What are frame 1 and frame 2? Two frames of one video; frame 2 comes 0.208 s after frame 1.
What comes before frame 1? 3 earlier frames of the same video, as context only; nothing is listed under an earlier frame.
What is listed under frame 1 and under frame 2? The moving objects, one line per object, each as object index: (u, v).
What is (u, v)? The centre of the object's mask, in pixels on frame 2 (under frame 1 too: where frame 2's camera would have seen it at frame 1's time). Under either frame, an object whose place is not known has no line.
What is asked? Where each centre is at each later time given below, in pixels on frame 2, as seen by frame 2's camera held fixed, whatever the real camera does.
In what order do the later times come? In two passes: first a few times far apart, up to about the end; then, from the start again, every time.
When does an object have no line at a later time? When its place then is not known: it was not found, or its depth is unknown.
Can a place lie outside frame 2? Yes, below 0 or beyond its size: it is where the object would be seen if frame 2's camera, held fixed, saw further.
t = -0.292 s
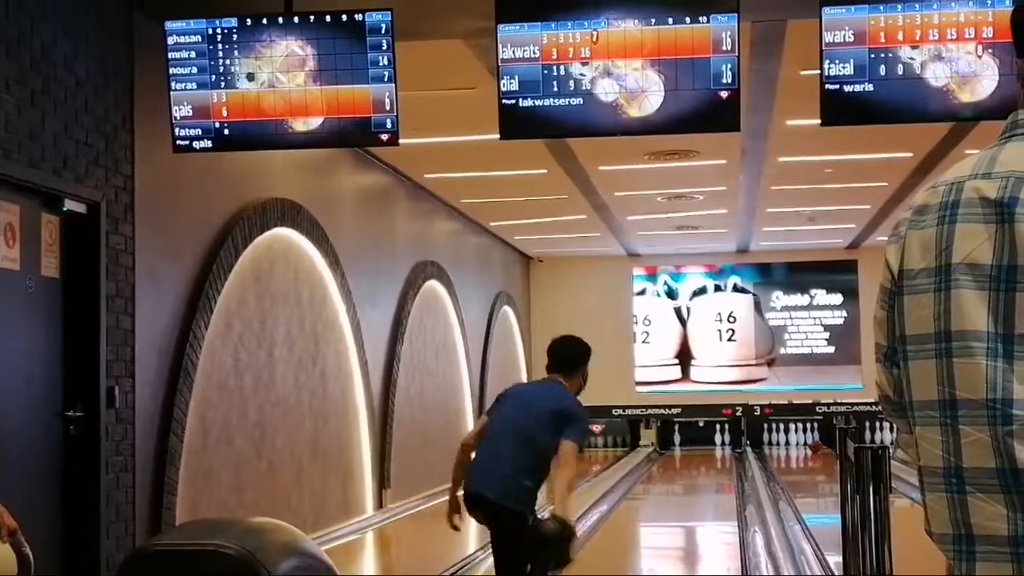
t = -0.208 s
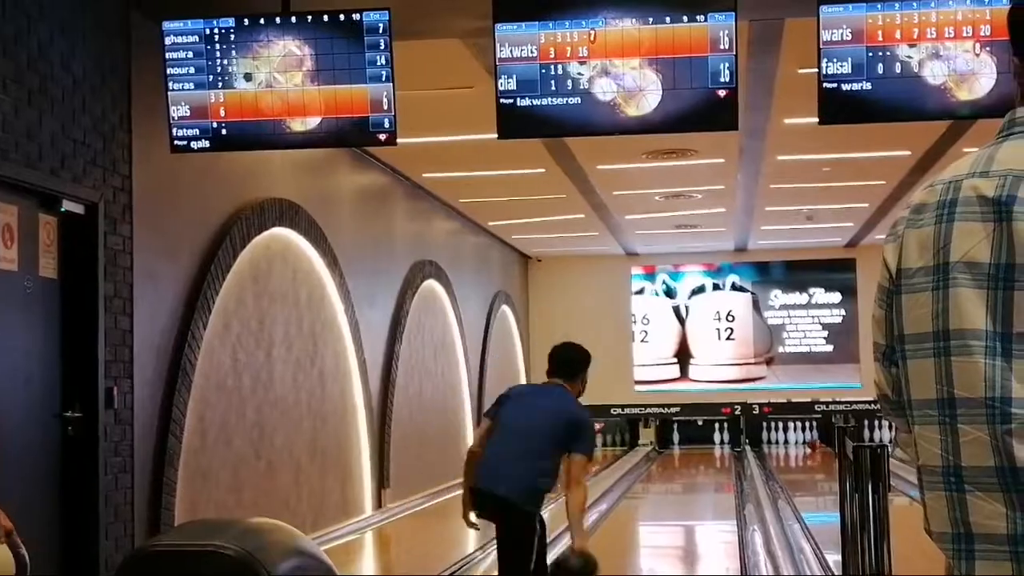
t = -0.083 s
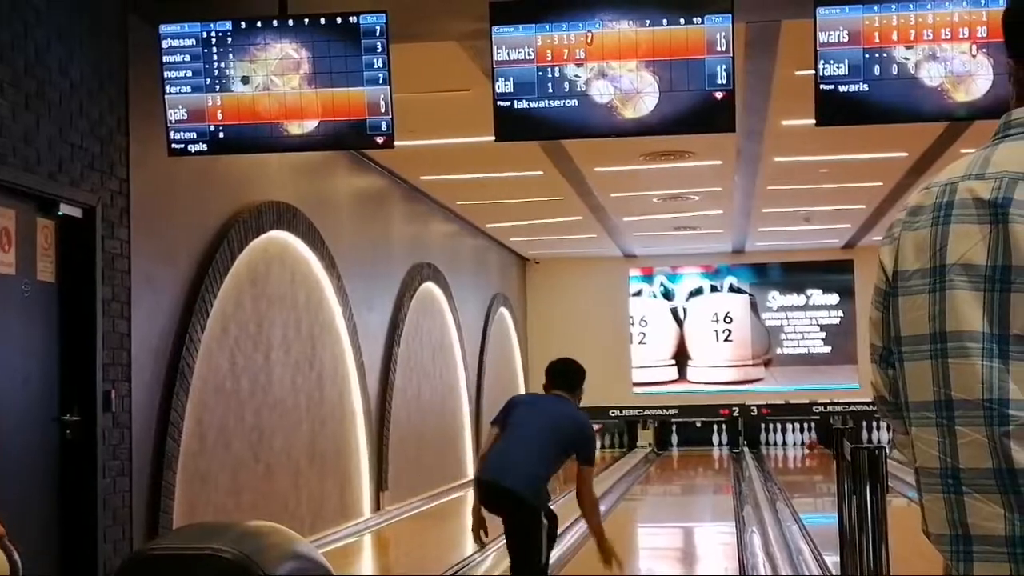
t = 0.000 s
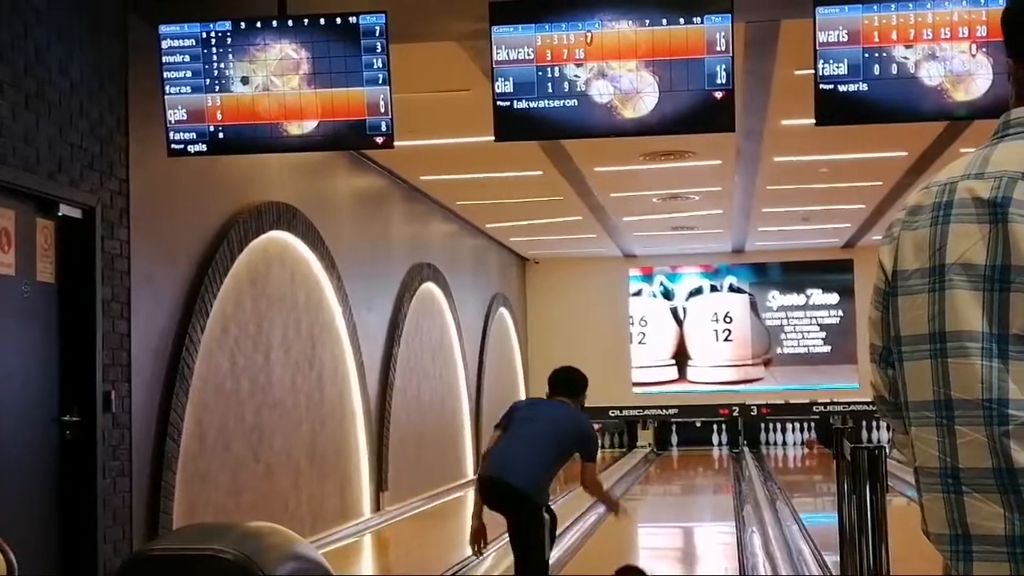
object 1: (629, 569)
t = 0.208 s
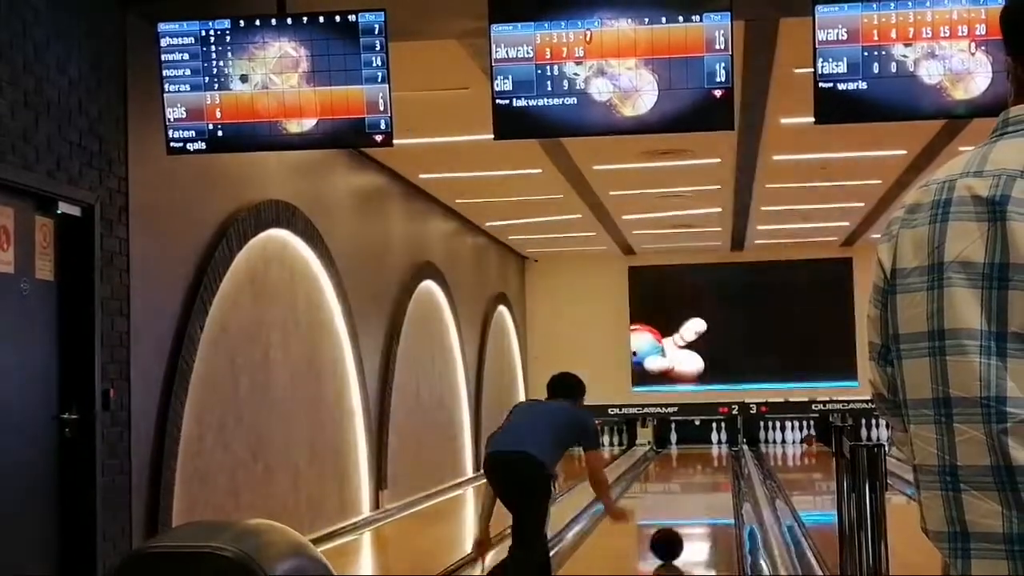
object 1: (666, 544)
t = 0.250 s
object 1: (670, 540)
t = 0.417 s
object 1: (687, 521)
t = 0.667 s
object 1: (705, 503)
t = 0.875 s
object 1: (716, 489)
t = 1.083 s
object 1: (724, 480)
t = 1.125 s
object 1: (727, 476)
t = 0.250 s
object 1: (670, 540)
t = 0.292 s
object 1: (674, 536)
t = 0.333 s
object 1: (678, 532)
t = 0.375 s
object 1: (681, 528)
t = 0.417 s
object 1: (687, 521)
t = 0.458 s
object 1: (690, 518)
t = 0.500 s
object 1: (693, 515)
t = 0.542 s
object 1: (695, 512)
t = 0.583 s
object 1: (700, 507)
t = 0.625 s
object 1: (703, 505)
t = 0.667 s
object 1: (705, 503)
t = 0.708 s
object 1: (707, 500)
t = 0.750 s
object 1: (711, 495)
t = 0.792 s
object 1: (713, 493)
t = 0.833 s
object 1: (714, 491)
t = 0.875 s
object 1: (716, 489)
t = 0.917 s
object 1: (717, 488)
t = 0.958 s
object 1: (720, 485)
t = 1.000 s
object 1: (721, 483)
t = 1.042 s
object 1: (723, 481)
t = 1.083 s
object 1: (724, 480)
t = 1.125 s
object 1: (727, 476)
